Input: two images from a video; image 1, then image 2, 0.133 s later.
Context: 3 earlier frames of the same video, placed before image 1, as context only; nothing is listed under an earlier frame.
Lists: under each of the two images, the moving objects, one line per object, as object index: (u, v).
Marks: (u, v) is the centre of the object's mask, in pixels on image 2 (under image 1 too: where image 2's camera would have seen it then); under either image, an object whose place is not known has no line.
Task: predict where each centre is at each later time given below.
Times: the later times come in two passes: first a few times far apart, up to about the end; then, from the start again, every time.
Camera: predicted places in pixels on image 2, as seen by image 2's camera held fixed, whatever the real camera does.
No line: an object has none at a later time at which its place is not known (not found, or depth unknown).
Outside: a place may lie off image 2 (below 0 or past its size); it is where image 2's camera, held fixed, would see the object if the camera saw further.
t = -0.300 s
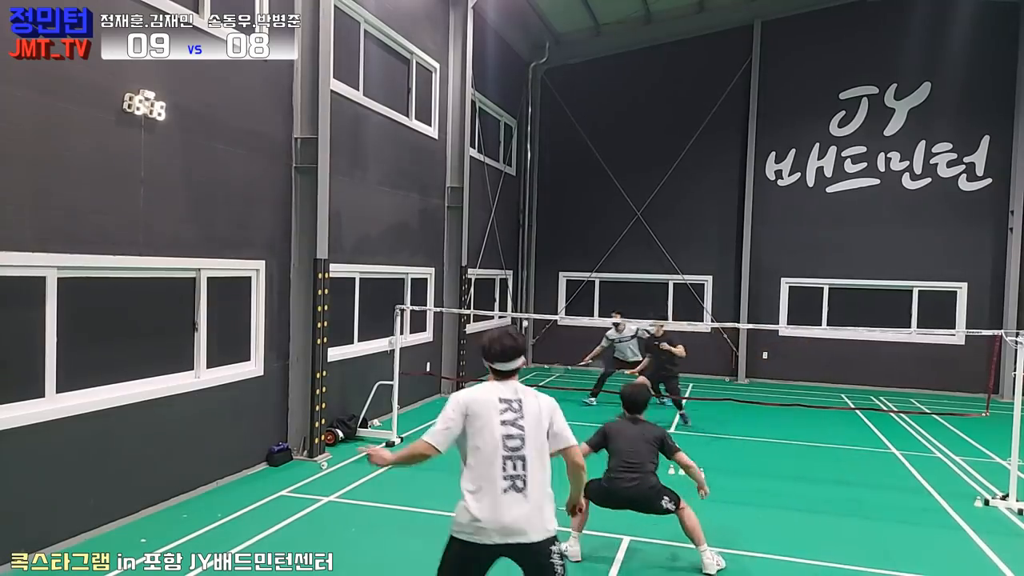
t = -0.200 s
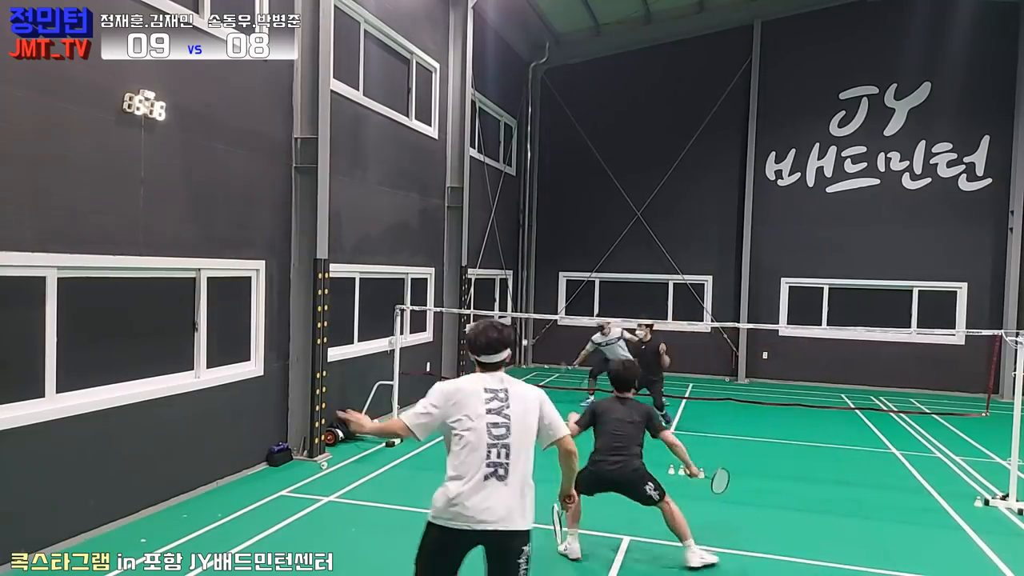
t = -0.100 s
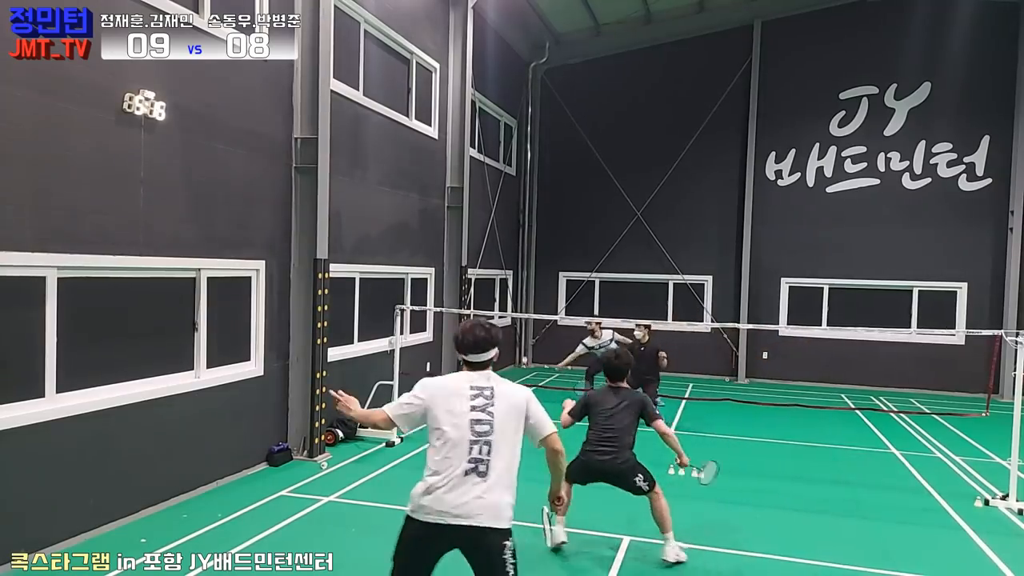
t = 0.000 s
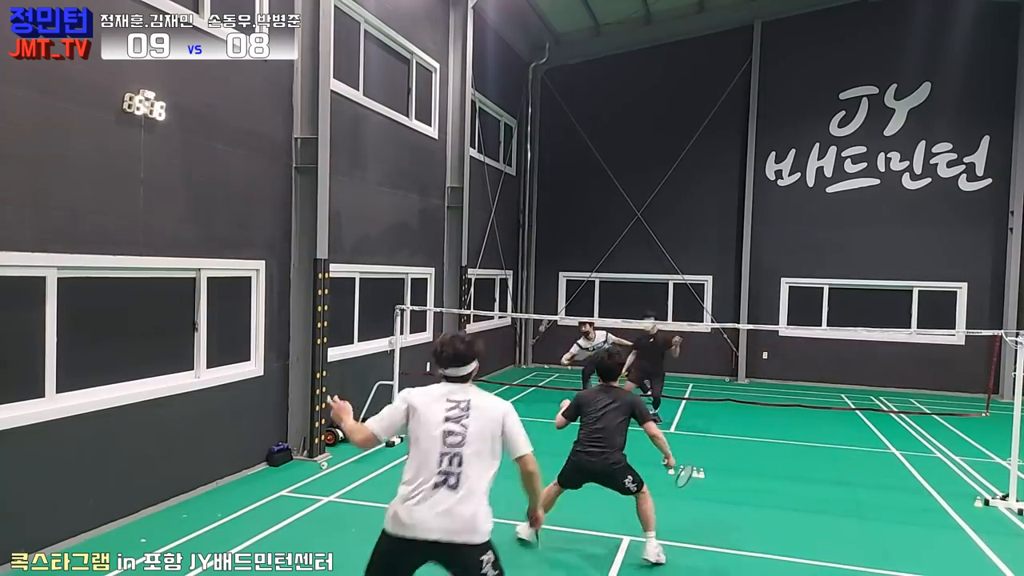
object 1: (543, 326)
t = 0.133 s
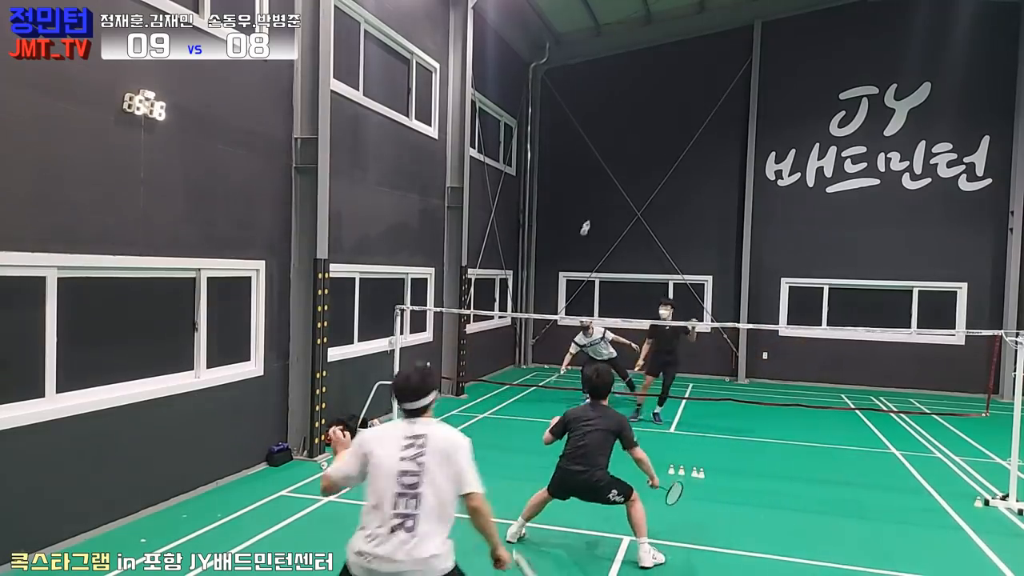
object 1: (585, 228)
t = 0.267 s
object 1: (624, 151)
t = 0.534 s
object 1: (706, 53)
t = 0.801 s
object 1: (803, 70)
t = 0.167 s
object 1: (595, 207)
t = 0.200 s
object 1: (605, 187)
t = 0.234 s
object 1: (614, 169)
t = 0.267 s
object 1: (624, 151)
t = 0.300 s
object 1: (634, 135)
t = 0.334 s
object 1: (644, 119)
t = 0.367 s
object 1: (653, 105)
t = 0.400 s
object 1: (664, 92)
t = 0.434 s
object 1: (674, 80)
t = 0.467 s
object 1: (684, 69)
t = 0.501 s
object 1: (695, 60)
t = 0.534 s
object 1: (706, 53)
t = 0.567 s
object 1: (717, 47)
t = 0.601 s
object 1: (728, 43)
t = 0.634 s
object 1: (740, 41)
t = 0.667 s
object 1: (752, 42)
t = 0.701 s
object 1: (764, 44)
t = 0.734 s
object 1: (777, 50)
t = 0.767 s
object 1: (790, 58)
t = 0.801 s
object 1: (803, 70)
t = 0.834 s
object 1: (816, 86)
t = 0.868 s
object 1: (830, 105)
